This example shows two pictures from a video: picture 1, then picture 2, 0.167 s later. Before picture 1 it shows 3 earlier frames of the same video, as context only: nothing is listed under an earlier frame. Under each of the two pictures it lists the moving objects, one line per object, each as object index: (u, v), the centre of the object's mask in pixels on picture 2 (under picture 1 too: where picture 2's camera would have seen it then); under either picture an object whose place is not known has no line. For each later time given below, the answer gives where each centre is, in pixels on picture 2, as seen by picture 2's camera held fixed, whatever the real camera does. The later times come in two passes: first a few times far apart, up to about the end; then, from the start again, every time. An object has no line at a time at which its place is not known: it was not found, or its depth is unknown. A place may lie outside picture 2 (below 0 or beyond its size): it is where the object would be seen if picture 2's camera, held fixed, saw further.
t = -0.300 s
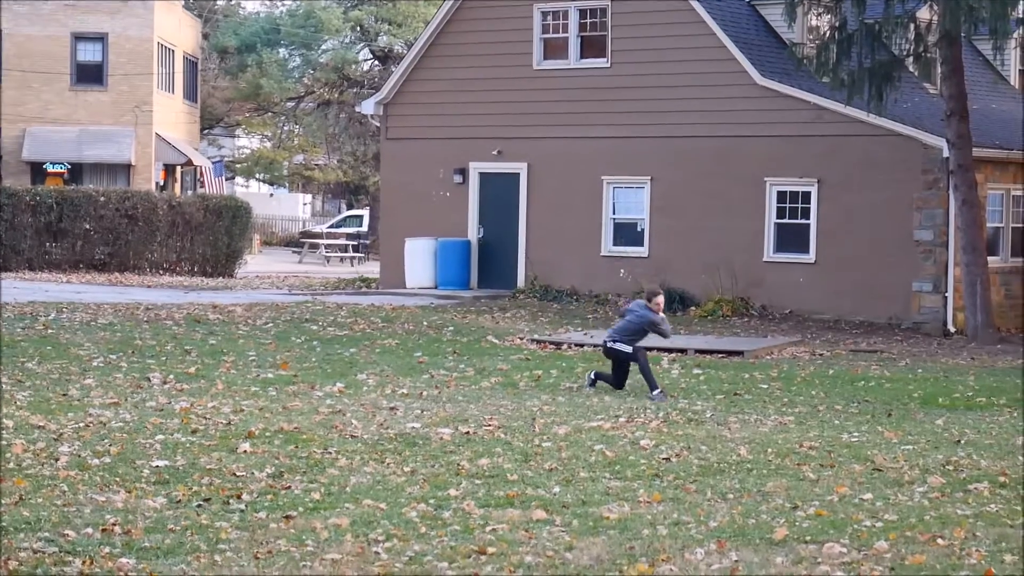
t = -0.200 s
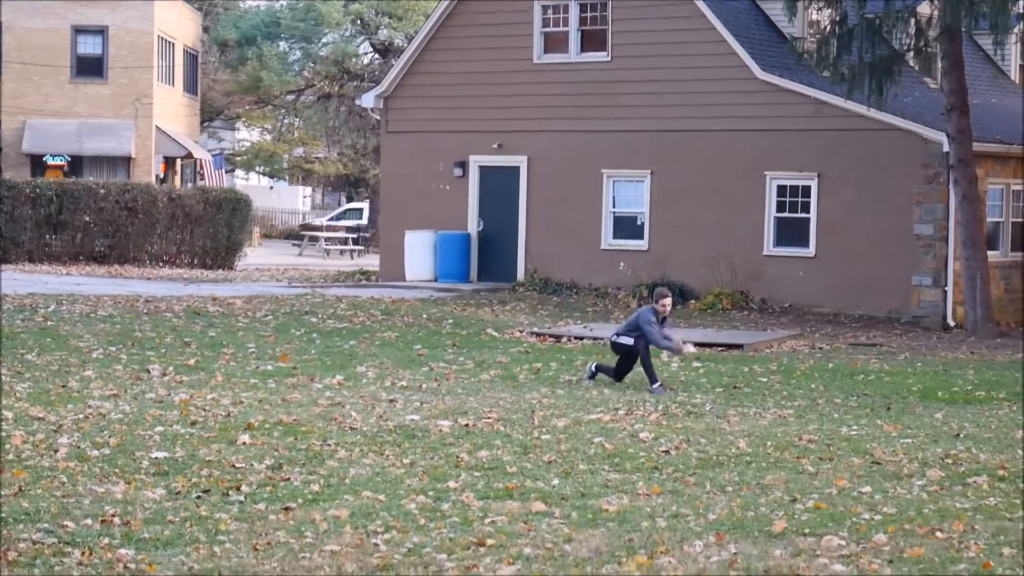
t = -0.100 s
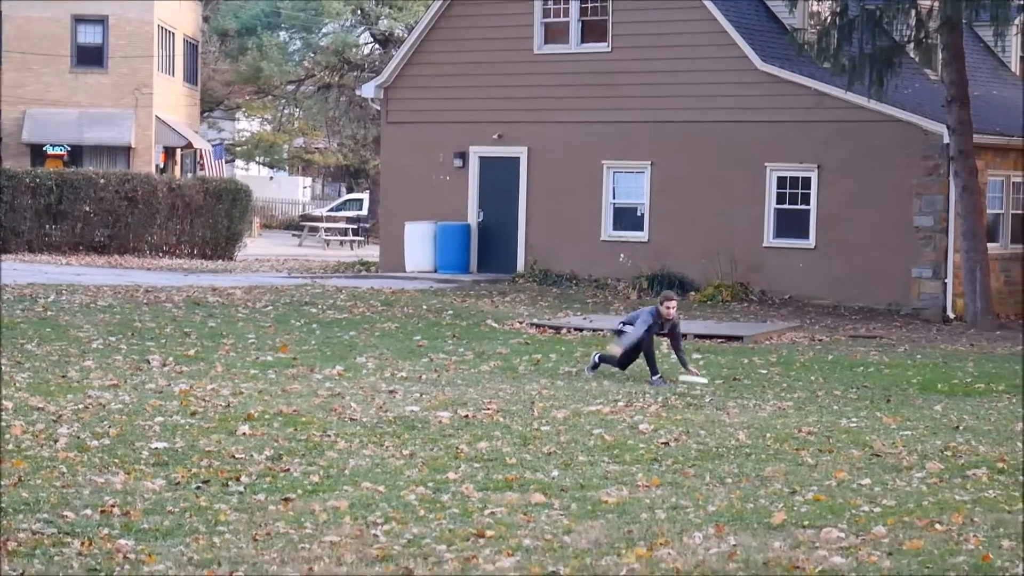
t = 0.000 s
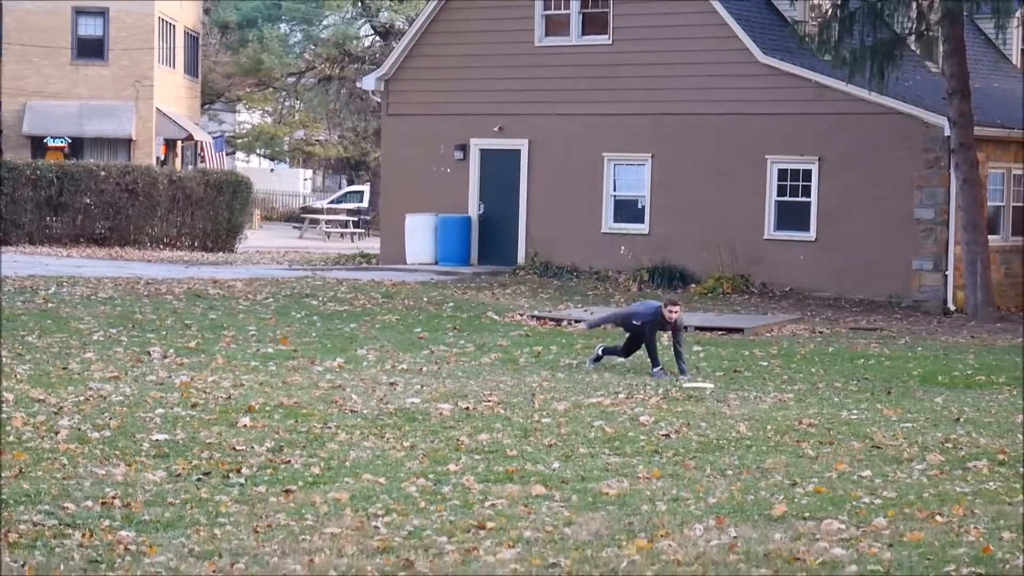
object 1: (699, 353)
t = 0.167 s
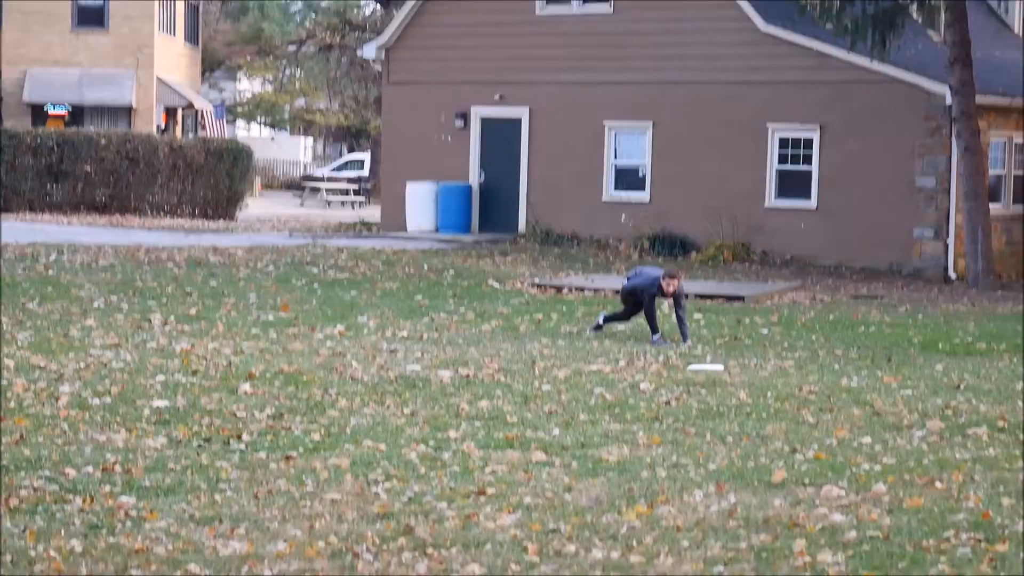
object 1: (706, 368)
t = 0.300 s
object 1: (712, 382)
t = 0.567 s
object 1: (721, 431)
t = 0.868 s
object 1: (724, 534)
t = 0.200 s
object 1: (707, 371)
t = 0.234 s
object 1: (709, 374)
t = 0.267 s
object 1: (710, 378)
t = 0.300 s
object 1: (712, 382)
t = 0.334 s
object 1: (713, 387)
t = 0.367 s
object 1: (715, 392)
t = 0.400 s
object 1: (715, 397)
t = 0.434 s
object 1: (716, 403)
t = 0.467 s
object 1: (718, 409)
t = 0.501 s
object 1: (719, 416)
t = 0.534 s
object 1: (720, 423)
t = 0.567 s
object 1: (721, 431)
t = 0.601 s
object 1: (722, 440)
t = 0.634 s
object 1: (723, 450)
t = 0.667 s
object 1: (724, 461)
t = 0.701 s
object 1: (724, 471)
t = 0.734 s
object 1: (724, 483)
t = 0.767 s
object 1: (724, 495)
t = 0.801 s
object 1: (724, 507)
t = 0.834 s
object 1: (724, 520)
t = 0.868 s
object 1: (724, 534)
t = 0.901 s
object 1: (723, 547)
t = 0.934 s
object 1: (722, 561)
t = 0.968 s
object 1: (721, 576)
